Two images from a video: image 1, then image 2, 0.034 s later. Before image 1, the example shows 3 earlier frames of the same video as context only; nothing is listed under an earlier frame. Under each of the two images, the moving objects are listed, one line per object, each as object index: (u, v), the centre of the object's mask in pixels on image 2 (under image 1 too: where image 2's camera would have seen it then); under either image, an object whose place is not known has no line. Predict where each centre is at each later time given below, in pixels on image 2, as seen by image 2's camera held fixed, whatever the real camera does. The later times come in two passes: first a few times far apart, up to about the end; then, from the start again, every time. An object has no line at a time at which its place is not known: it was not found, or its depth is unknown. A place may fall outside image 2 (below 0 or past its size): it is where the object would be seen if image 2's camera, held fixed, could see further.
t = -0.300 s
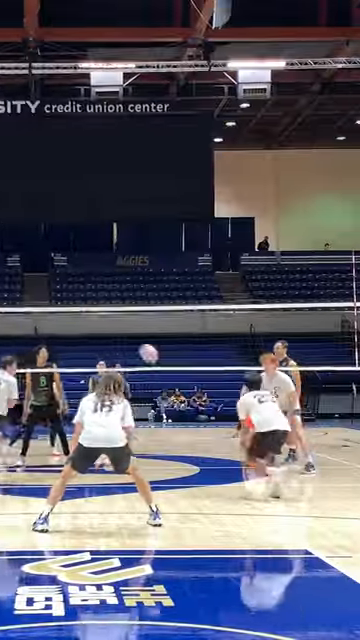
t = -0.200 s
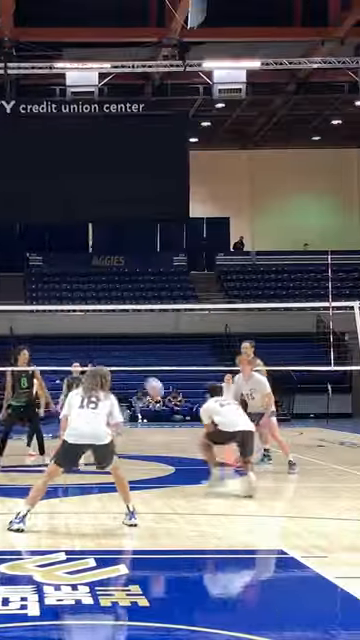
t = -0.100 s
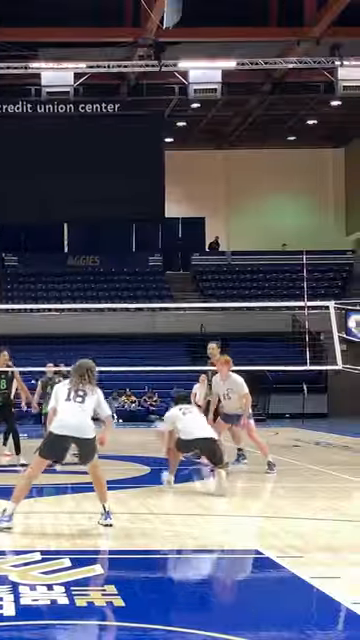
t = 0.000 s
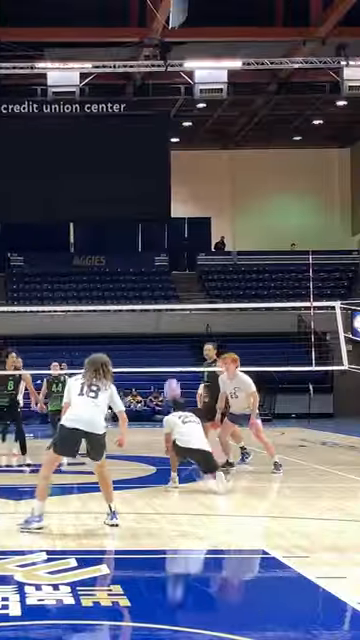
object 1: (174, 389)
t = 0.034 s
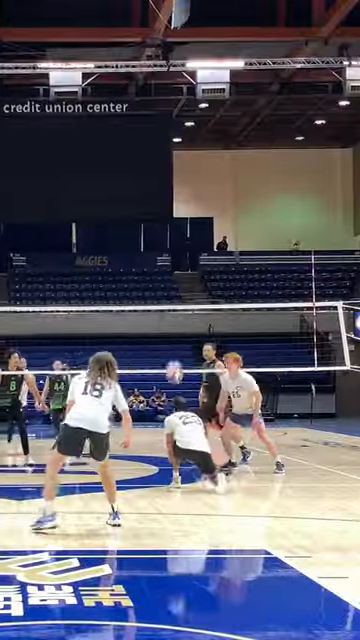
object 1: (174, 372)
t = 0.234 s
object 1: (174, 285)
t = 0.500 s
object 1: (176, 221)
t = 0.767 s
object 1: (180, 209)
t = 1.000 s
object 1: (184, 239)
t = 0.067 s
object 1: (174, 355)
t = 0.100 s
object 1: (174, 339)
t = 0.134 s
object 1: (174, 324)
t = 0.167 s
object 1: (174, 310)
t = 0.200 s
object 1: (174, 296)
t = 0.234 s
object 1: (174, 285)
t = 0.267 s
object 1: (174, 274)
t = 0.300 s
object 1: (174, 264)
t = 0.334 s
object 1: (175, 254)
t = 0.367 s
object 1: (175, 246)
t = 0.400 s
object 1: (175, 238)
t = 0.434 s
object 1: (176, 232)
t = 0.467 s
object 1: (176, 226)
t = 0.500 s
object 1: (176, 221)
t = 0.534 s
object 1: (176, 217)
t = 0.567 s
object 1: (177, 213)
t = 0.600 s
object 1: (177, 211)
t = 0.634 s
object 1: (178, 209)
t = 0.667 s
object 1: (178, 207)
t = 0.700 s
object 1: (179, 208)
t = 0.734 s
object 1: (180, 208)
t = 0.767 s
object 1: (180, 209)
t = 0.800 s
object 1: (180, 211)
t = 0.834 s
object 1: (181, 214)
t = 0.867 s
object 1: (181, 218)
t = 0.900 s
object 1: (182, 222)
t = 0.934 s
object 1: (183, 227)
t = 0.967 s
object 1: (183, 233)
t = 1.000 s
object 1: (184, 239)
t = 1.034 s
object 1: (184, 246)
